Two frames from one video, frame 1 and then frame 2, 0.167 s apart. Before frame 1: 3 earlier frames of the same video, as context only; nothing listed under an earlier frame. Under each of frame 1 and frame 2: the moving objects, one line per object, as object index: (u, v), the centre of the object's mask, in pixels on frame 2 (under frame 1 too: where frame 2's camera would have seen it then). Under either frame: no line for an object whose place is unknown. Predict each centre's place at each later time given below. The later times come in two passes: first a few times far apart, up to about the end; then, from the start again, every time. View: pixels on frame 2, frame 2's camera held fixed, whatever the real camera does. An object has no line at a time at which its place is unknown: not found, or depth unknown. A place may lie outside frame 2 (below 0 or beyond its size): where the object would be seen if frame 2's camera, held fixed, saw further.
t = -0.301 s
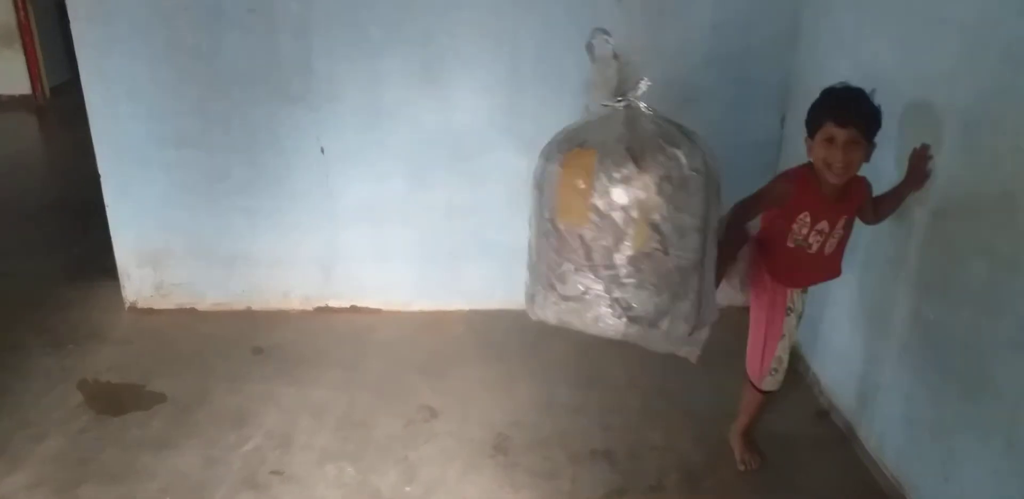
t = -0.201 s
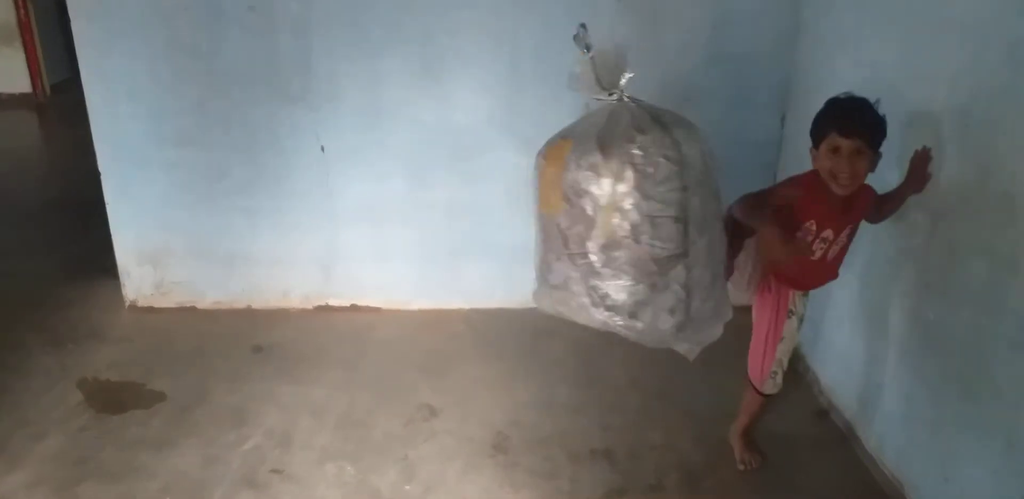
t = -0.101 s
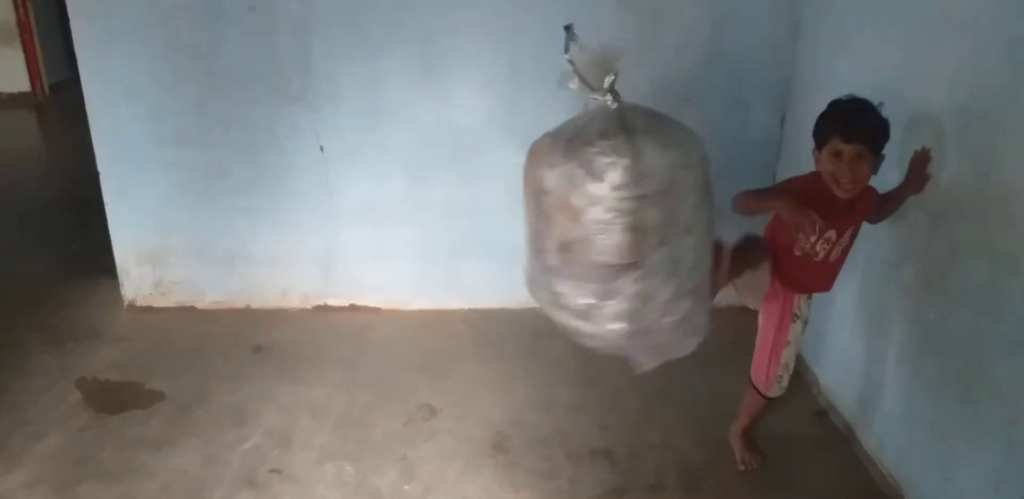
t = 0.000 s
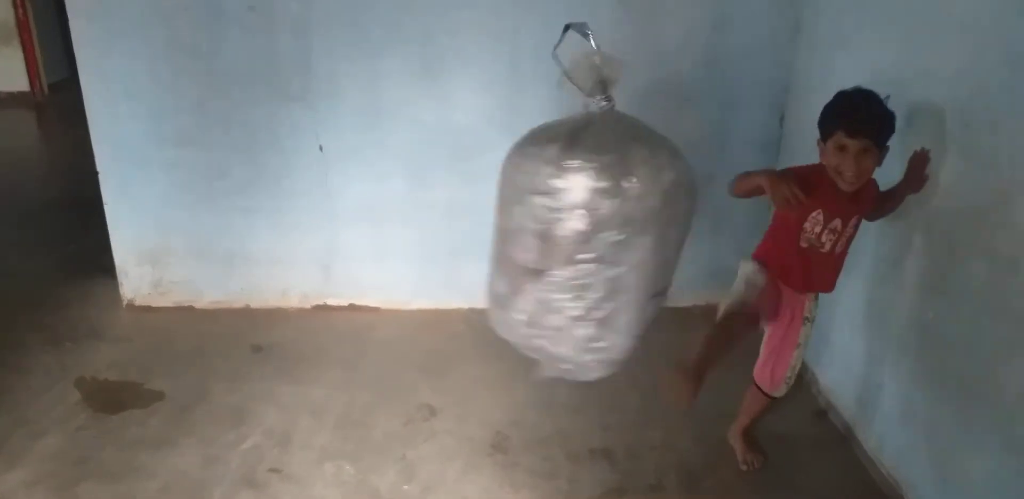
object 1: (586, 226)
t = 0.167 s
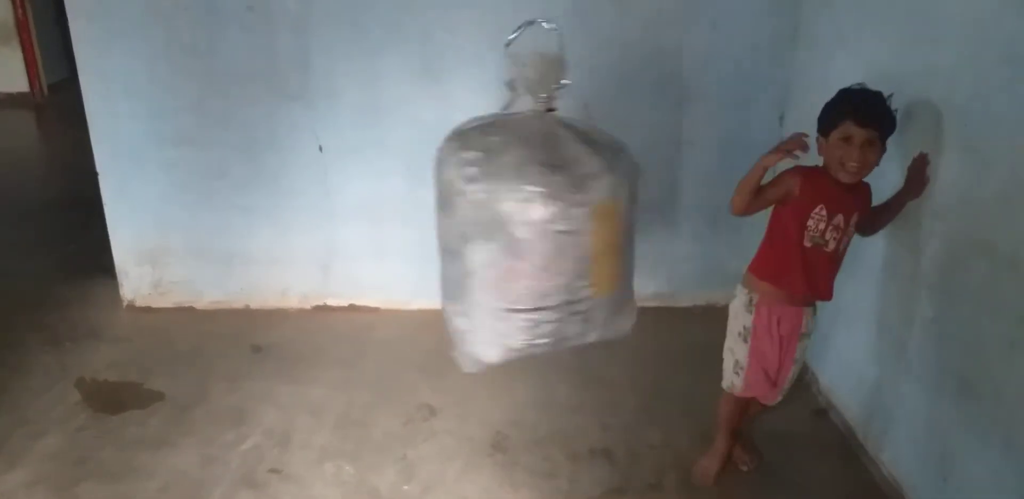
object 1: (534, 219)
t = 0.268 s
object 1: (507, 226)
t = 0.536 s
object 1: (451, 222)
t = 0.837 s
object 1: (445, 212)
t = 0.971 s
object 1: (462, 211)
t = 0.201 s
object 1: (524, 222)
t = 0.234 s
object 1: (515, 224)
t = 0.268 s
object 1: (507, 226)
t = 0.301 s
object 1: (499, 226)
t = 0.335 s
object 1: (490, 227)
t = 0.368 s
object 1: (483, 226)
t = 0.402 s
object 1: (477, 227)
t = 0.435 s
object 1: (471, 227)
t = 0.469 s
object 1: (463, 226)
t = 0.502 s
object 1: (457, 224)
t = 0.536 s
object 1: (451, 222)
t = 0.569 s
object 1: (446, 218)
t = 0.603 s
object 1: (442, 215)
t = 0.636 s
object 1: (438, 213)
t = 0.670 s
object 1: (436, 210)
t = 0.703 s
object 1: (436, 209)
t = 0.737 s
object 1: (437, 209)
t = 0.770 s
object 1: (439, 210)
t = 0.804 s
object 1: (441, 211)
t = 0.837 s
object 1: (445, 212)
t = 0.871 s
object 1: (448, 213)
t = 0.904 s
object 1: (453, 213)
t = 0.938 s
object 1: (458, 213)
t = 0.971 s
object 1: (462, 211)
